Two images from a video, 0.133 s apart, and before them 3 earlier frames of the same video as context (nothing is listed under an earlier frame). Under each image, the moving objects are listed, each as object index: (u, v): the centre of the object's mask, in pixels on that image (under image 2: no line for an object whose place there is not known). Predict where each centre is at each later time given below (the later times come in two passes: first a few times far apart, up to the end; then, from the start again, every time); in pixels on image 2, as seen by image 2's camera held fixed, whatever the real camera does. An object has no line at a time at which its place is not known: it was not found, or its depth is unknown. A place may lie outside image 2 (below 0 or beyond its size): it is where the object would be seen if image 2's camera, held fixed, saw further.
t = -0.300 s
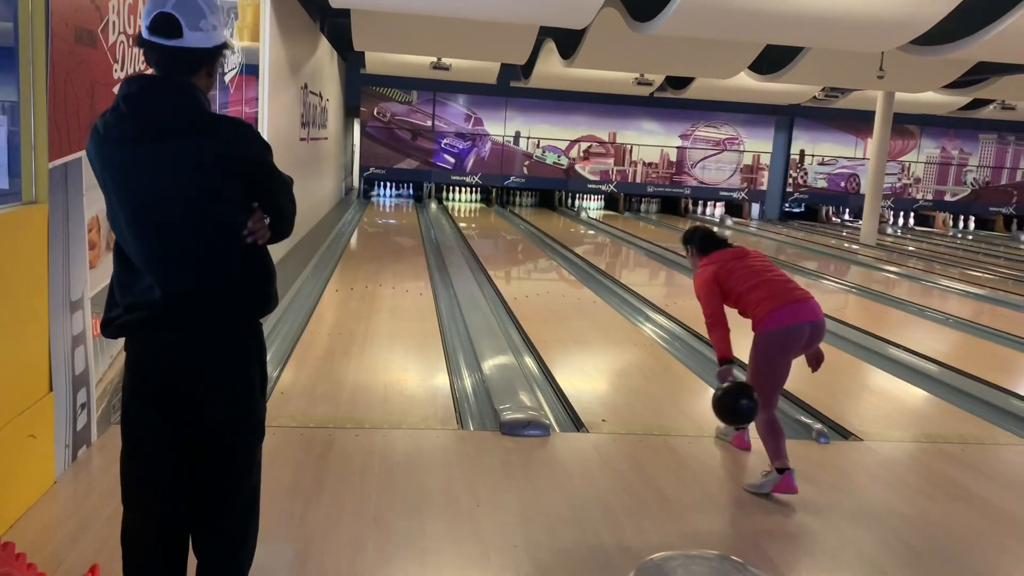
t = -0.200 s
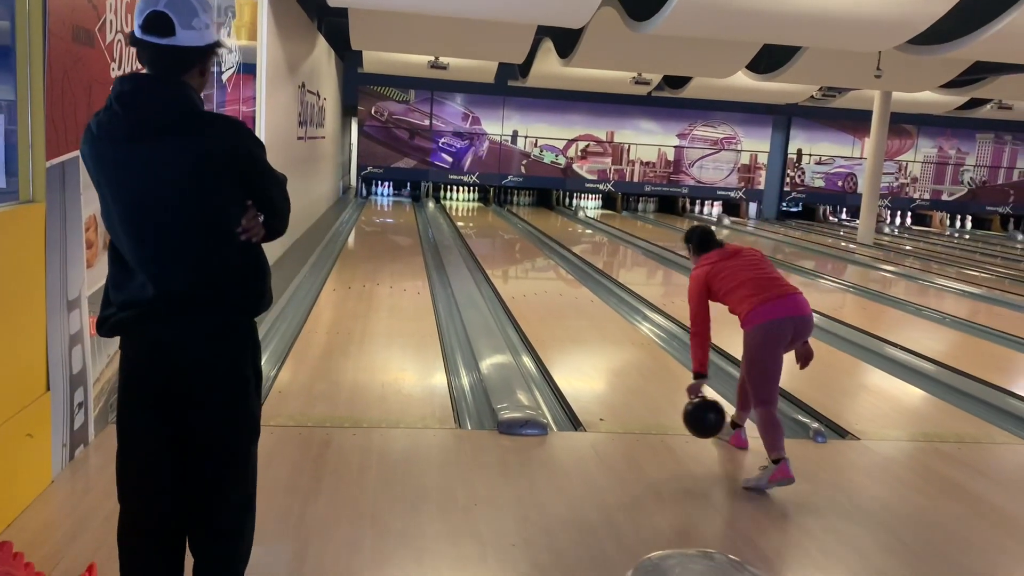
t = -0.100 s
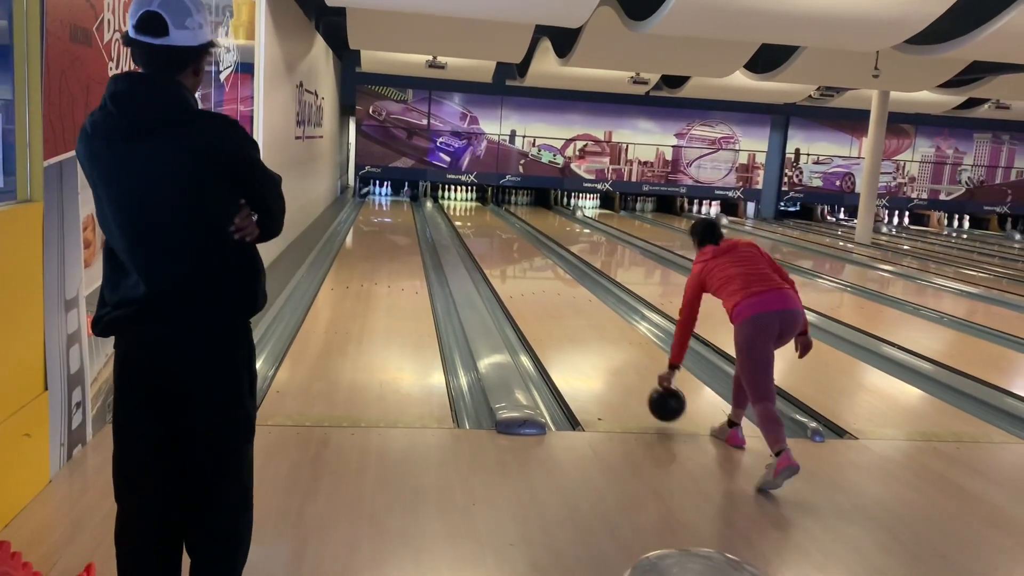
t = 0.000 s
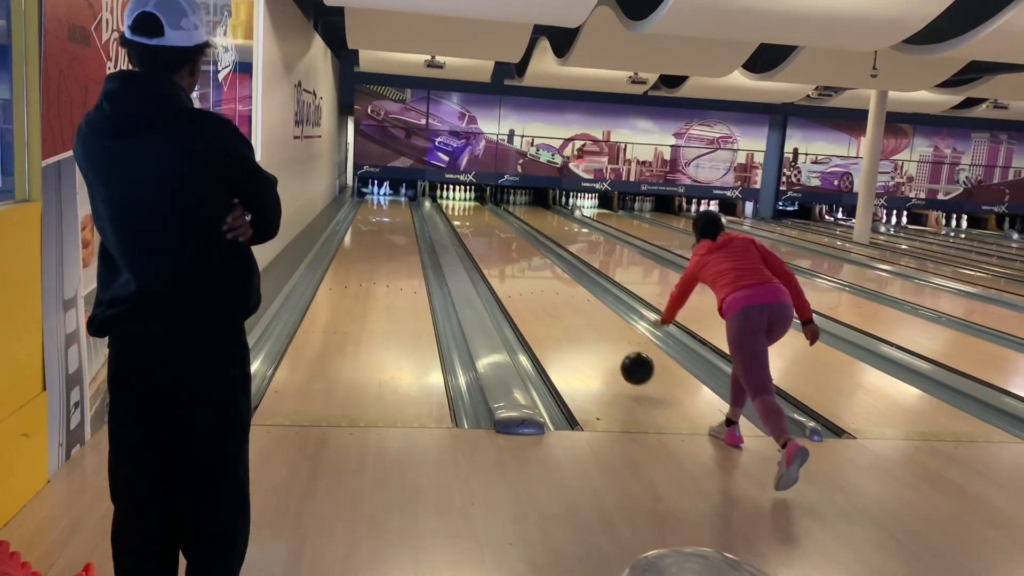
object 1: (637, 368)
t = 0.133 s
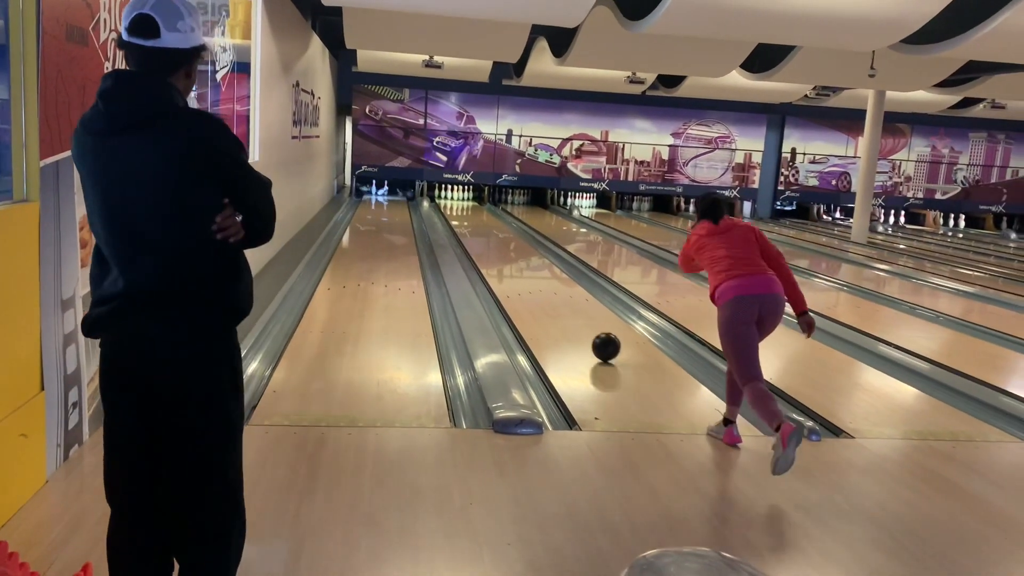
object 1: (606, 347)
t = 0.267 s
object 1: (585, 324)
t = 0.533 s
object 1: (555, 291)
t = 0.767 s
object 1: (538, 271)
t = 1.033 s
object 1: (525, 255)
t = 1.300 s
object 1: (516, 243)
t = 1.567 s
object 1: (510, 234)
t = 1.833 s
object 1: (505, 227)
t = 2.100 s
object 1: (502, 221)
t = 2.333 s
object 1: (500, 217)
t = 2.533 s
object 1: (499, 215)
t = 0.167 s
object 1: (600, 340)
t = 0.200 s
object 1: (595, 335)
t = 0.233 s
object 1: (589, 329)
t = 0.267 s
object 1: (585, 324)
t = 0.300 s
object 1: (580, 319)
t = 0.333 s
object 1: (576, 314)
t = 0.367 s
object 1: (572, 310)
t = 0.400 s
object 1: (568, 306)
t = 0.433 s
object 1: (565, 302)
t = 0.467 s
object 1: (561, 298)
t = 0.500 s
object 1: (558, 294)
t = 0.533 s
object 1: (555, 291)
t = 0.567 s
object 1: (552, 288)
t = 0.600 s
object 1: (550, 285)
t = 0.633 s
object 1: (547, 282)
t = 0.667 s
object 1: (545, 279)
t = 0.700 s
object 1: (542, 276)
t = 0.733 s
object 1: (540, 274)
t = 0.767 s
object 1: (538, 271)
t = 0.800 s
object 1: (536, 269)
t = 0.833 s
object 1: (534, 266)
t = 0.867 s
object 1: (532, 264)
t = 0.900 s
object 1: (531, 262)
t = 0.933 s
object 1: (529, 260)
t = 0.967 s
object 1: (528, 258)
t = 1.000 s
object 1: (526, 257)
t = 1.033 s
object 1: (525, 255)
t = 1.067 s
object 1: (524, 253)
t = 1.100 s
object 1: (522, 252)
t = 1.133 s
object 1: (521, 250)
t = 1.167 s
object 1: (520, 249)
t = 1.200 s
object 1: (519, 247)
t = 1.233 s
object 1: (518, 246)
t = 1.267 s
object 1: (517, 244)
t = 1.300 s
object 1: (516, 243)
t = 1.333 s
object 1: (515, 242)
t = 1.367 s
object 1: (514, 241)
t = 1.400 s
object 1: (513, 239)
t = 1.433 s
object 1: (512, 238)
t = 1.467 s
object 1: (512, 237)
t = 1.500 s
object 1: (511, 236)
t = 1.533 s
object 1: (510, 235)
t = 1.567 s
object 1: (510, 234)
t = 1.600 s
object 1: (509, 233)
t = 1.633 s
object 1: (508, 232)
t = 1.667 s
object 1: (508, 231)
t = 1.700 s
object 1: (507, 230)
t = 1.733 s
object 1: (507, 229)
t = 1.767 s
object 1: (506, 228)
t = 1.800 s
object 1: (506, 227)
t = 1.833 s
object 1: (505, 227)
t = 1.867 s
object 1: (505, 226)
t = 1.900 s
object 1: (504, 225)
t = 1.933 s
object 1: (504, 225)
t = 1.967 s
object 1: (503, 224)
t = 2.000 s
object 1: (503, 223)
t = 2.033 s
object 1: (503, 222)
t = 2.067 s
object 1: (502, 222)
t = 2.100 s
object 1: (502, 221)
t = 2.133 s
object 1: (501, 220)
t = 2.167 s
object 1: (501, 220)
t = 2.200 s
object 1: (501, 219)
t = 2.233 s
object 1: (501, 219)
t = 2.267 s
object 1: (501, 218)
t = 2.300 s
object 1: (500, 218)
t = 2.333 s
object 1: (500, 217)
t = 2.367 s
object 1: (500, 217)
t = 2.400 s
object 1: (499, 216)
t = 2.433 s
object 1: (499, 216)
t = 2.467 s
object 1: (499, 215)
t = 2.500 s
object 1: (499, 215)
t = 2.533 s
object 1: (499, 215)
